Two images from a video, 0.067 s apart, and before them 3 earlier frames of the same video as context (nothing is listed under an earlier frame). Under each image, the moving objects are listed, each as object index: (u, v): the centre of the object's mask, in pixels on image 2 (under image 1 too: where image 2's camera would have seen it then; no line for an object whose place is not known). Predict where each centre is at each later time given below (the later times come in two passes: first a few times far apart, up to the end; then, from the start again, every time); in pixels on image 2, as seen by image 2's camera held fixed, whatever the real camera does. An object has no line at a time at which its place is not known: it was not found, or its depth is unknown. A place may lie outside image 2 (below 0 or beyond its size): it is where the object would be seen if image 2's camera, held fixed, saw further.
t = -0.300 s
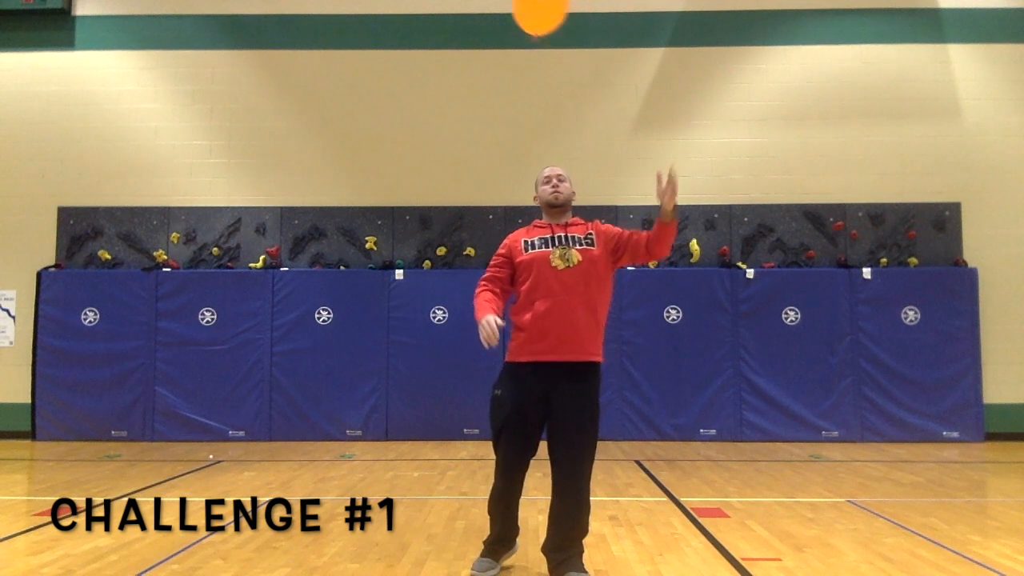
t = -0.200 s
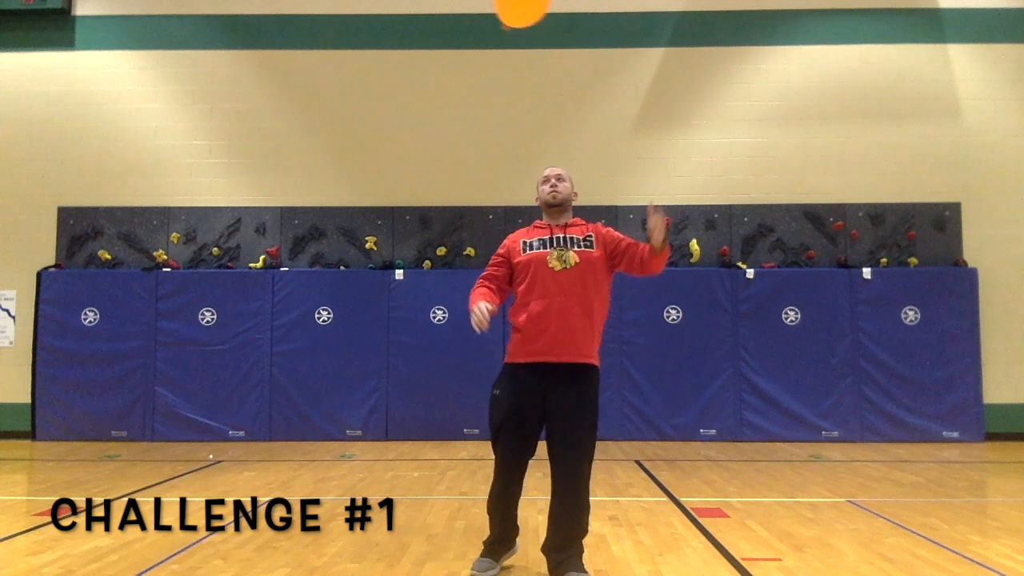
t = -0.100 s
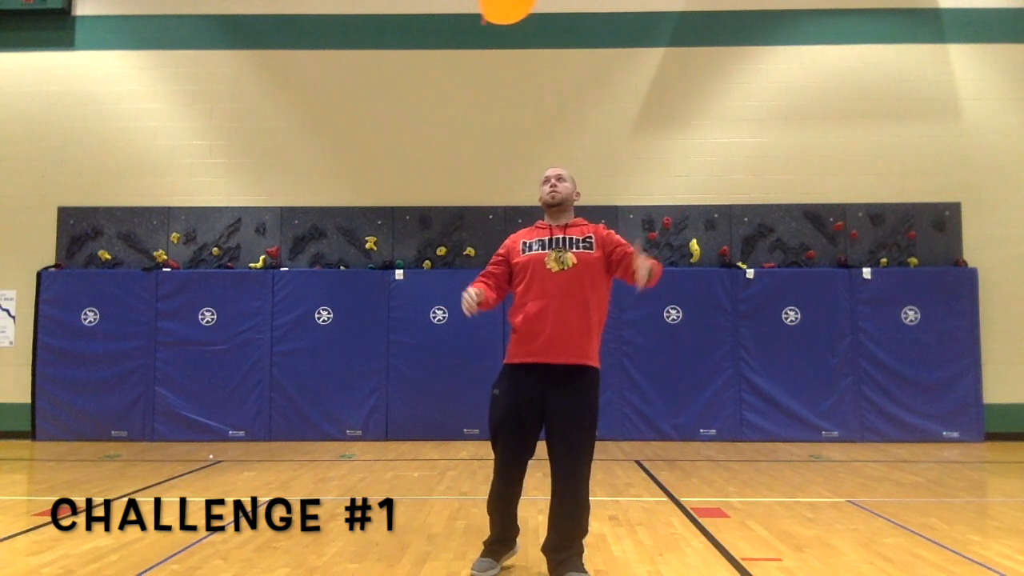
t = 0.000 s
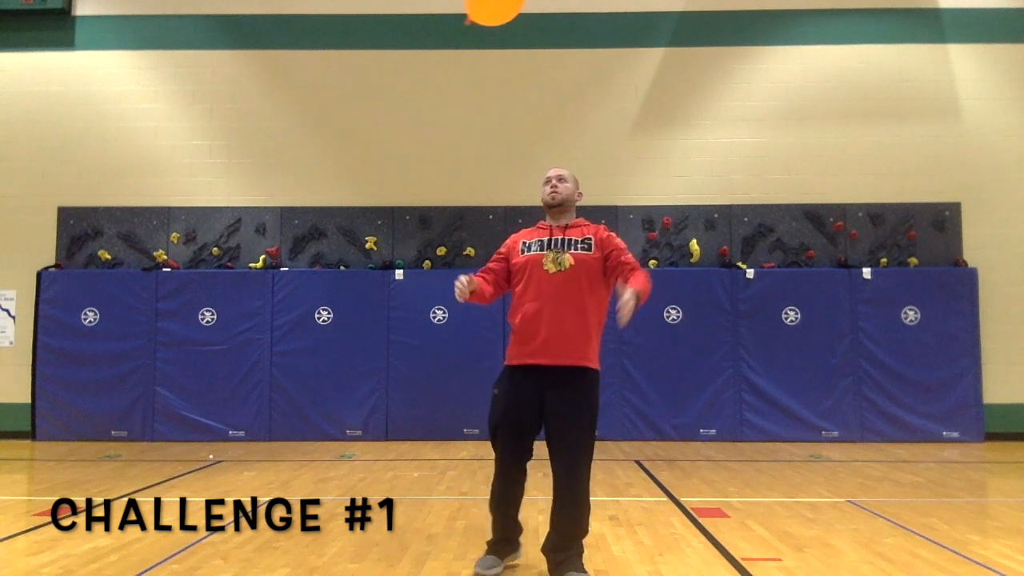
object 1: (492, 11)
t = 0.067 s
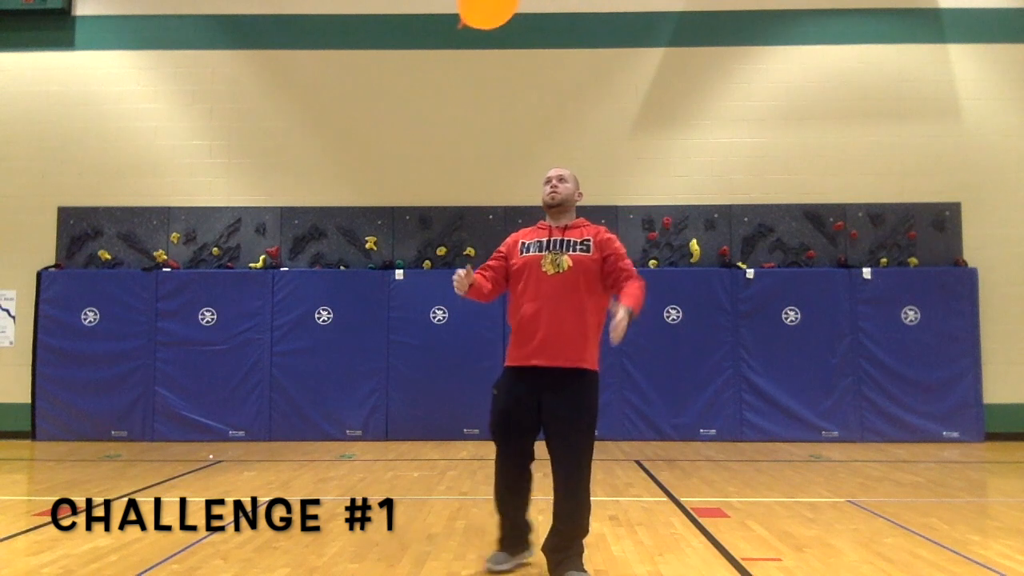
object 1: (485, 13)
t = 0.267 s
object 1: (471, 22)
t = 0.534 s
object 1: (456, 64)
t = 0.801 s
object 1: (446, 137)
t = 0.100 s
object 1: (482, 14)
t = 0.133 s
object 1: (480, 15)
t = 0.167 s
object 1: (477, 17)
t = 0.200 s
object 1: (476, 18)
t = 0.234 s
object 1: (473, 21)
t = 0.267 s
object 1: (471, 22)
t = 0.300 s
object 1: (469, 25)
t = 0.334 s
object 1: (466, 28)
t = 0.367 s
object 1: (465, 31)
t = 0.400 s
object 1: (463, 36)
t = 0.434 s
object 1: (461, 42)
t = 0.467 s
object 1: (459, 49)
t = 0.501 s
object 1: (458, 56)
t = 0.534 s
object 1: (456, 64)
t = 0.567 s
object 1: (455, 72)
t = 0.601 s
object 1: (454, 80)
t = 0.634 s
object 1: (452, 89)
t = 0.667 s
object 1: (451, 98)
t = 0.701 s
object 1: (450, 108)
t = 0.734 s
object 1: (449, 117)
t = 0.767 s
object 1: (448, 127)
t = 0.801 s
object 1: (446, 137)
